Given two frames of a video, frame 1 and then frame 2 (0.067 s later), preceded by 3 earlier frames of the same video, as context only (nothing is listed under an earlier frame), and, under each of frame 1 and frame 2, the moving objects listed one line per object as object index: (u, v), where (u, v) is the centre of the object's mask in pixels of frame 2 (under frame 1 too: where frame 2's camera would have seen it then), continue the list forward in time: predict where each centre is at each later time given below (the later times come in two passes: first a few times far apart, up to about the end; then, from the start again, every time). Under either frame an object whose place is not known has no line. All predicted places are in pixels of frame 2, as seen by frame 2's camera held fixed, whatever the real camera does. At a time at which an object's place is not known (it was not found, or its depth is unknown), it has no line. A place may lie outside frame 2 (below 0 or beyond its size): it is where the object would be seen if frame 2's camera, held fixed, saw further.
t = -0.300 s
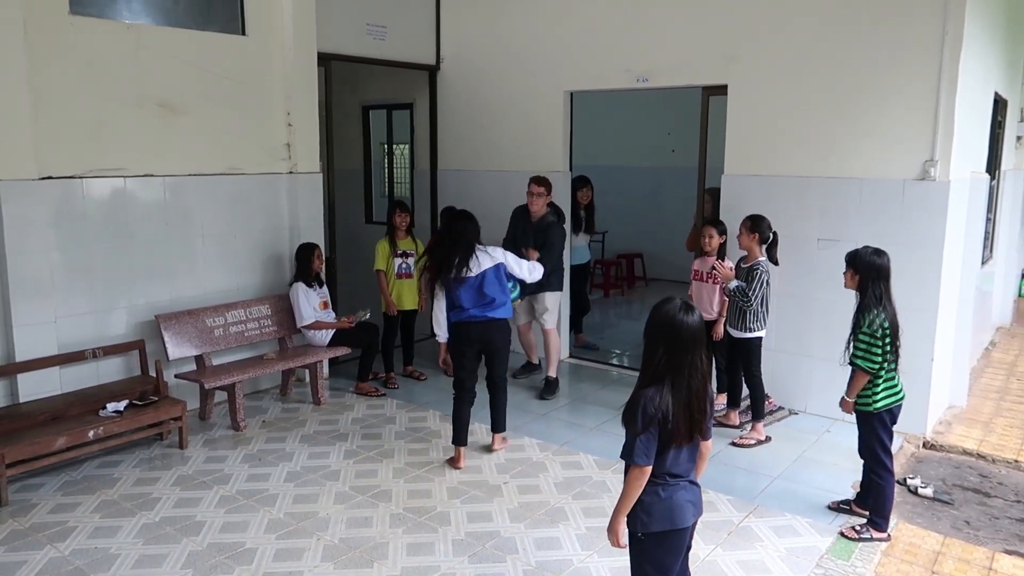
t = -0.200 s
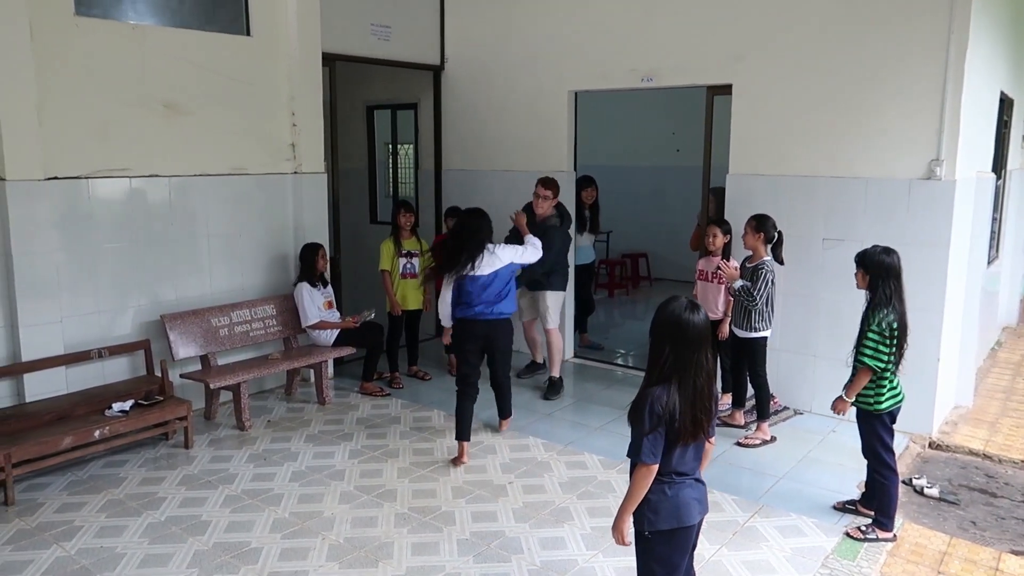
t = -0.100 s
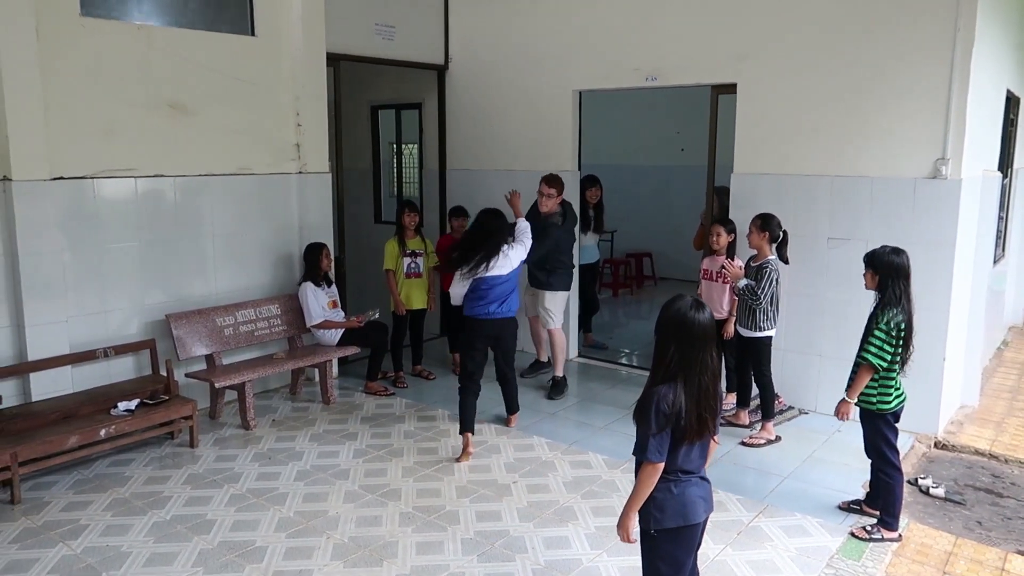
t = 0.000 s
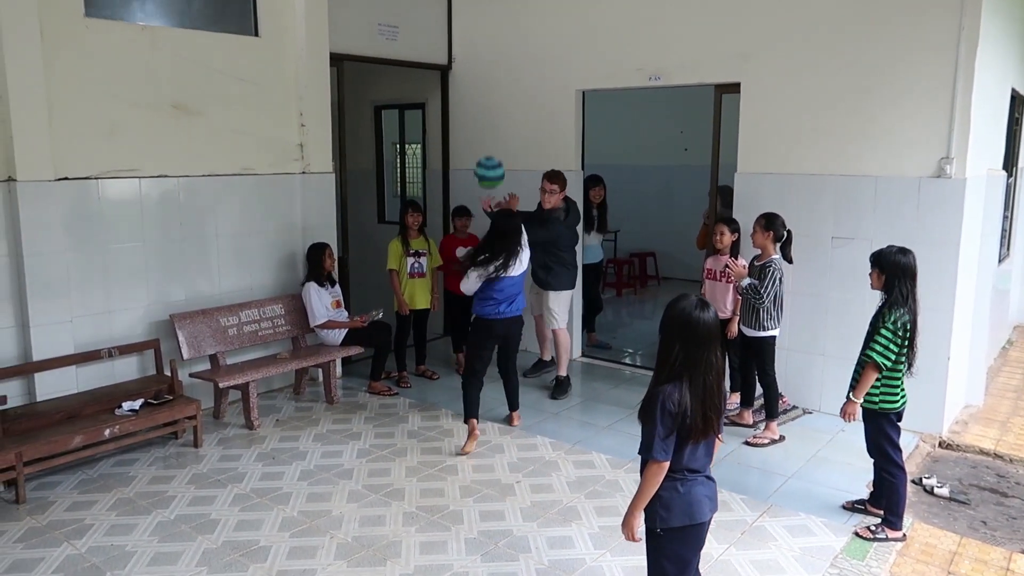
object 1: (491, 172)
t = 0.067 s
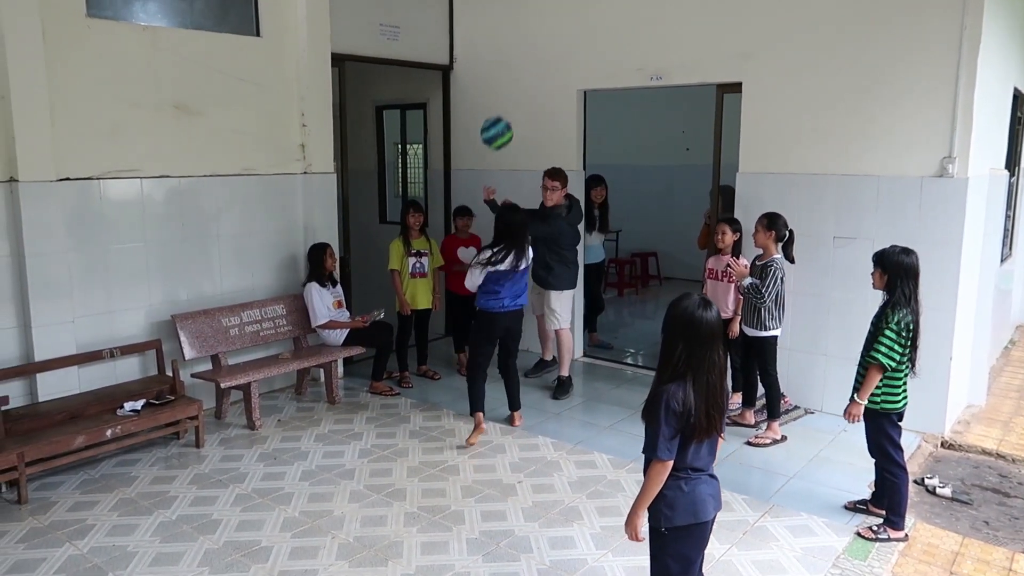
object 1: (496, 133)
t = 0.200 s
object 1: (510, 68)
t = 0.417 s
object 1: (536, 16)
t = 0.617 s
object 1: (564, 31)
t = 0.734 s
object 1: (582, 81)
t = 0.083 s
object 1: (498, 123)
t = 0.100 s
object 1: (499, 114)
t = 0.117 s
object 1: (501, 106)
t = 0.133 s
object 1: (503, 98)
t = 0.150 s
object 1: (505, 90)
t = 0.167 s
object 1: (507, 82)
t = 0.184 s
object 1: (508, 75)
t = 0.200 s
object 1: (510, 68)
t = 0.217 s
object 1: (512, 61)
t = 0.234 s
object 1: (514, 55)
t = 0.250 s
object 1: (516, 49)
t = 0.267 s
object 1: (518, 43)
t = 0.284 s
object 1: (519, 38)
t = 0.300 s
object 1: (521, 33)
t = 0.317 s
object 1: (523, 29)
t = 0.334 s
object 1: (525, 25)
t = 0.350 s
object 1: (527, 22)
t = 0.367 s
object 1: (530, 19)
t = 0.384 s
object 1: (531, 18)
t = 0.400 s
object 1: (534, 16)
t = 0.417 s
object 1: (536, 16)
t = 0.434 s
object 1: (538, 15)
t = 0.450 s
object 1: (540, 15)
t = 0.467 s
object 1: (542, 15)
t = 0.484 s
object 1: (544, 15)
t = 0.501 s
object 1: (547, 16)
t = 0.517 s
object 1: (549, 17)
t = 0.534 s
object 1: (551, 18)
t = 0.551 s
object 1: (554, 19)
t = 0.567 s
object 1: (556, 21)
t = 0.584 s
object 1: (559, 23)
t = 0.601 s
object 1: (561, 27)
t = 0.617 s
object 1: (564, 31)
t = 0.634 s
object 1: (566, 37)
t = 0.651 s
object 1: (569, 42)
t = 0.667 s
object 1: (571, 48)
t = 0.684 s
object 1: (574, 55)
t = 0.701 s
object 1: (576, 63)
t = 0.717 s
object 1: (579, 72)
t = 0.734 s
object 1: (582, 81)
